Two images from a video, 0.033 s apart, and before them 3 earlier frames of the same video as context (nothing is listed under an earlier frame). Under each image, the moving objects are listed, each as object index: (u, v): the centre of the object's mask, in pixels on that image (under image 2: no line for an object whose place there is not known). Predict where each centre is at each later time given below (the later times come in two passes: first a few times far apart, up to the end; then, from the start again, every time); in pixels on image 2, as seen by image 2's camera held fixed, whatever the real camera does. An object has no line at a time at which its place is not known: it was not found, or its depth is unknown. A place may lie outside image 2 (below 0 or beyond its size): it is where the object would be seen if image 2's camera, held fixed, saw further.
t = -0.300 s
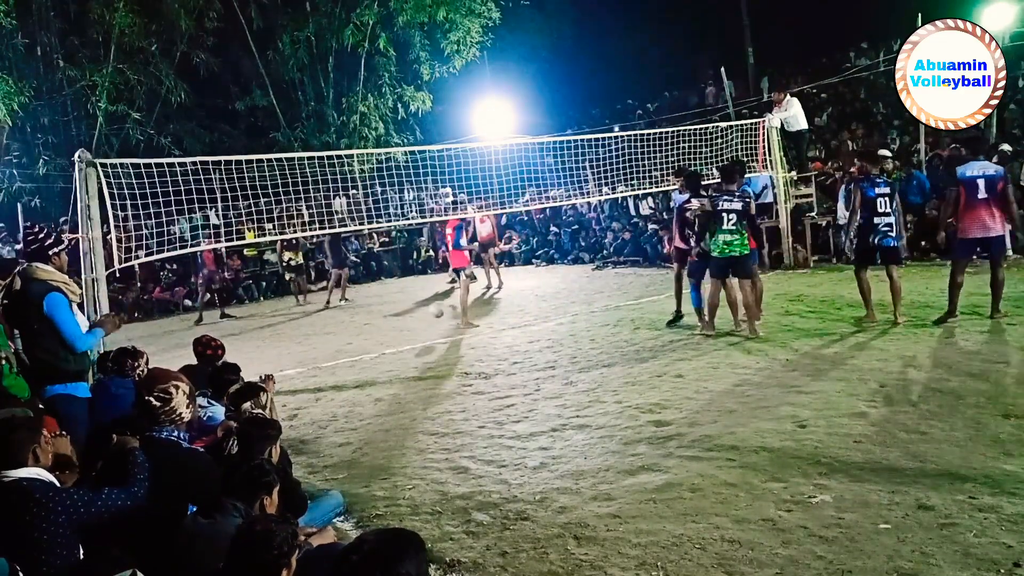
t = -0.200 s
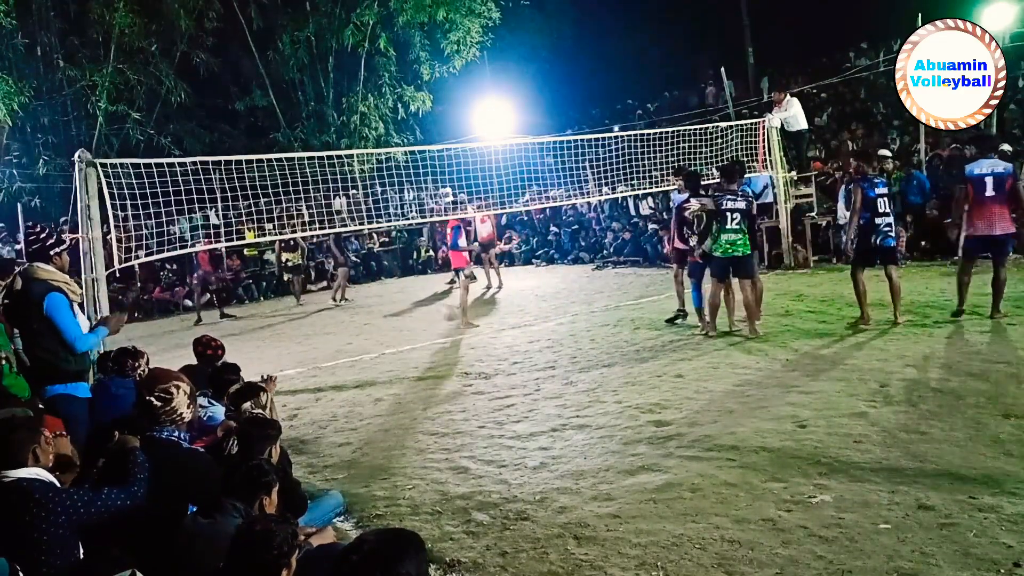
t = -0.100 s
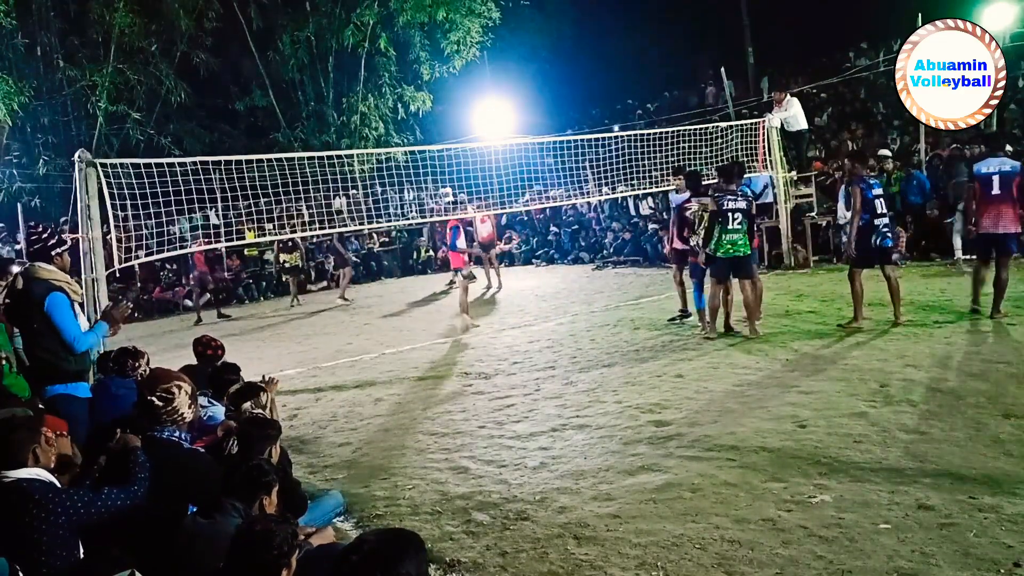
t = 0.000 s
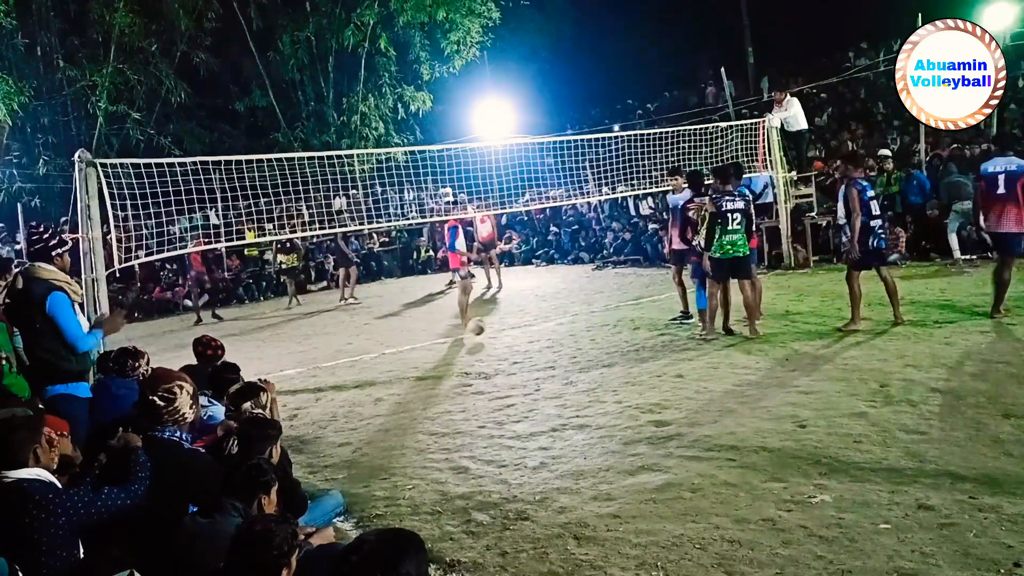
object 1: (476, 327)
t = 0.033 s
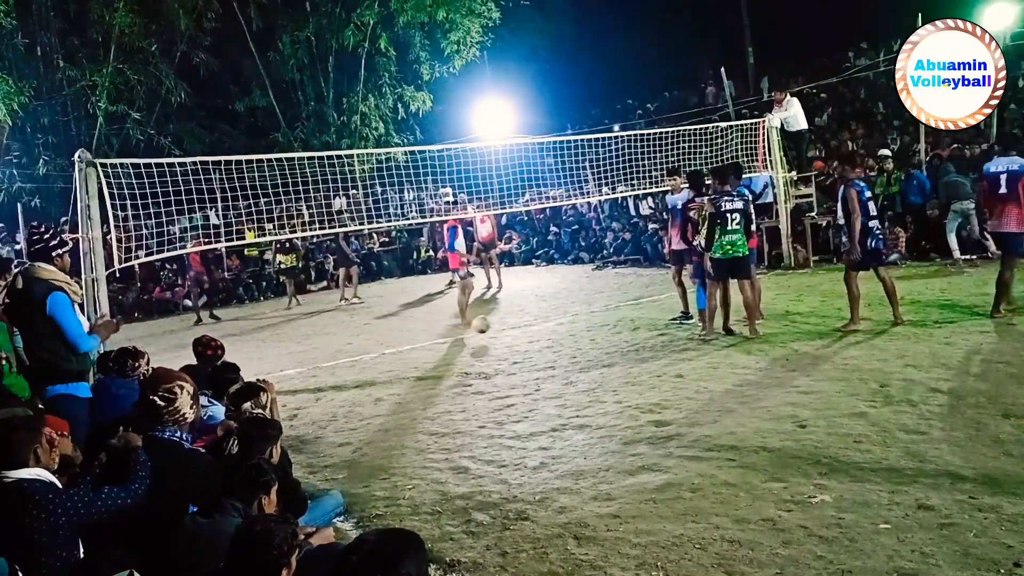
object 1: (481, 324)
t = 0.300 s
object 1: (523, 336)
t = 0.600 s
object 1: (574, 341)
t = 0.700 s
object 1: (592, 347)
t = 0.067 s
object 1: (484, 324)
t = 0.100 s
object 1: (491, 325)
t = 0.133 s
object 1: (496, 326)
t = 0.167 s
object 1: (501, 327)
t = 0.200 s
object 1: (507, 330)
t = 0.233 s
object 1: (512, 334)
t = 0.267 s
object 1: (518, 337)
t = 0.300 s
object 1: (523, 336)
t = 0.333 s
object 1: (528, 336)
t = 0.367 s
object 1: (533, 337)
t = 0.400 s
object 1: (540, 339)
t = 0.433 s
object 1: (545, 339)
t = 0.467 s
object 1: (551, 341)
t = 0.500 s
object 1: (556, 342)
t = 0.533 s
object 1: (562, 342)
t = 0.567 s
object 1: (567, 342)
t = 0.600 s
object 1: (574, 341)
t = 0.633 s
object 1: (579, 341)
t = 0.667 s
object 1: (585, 343)
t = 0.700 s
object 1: (592, 347)
